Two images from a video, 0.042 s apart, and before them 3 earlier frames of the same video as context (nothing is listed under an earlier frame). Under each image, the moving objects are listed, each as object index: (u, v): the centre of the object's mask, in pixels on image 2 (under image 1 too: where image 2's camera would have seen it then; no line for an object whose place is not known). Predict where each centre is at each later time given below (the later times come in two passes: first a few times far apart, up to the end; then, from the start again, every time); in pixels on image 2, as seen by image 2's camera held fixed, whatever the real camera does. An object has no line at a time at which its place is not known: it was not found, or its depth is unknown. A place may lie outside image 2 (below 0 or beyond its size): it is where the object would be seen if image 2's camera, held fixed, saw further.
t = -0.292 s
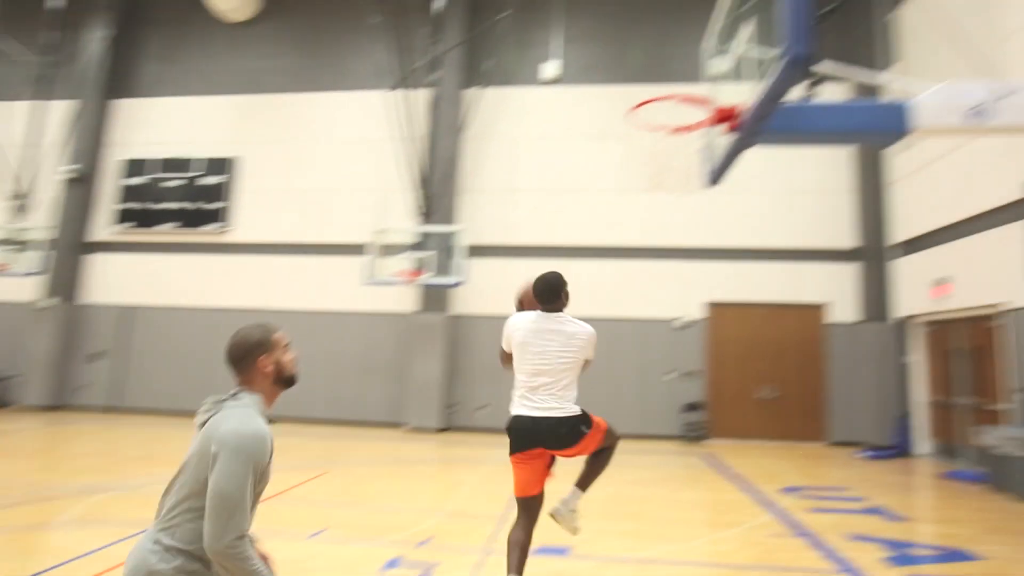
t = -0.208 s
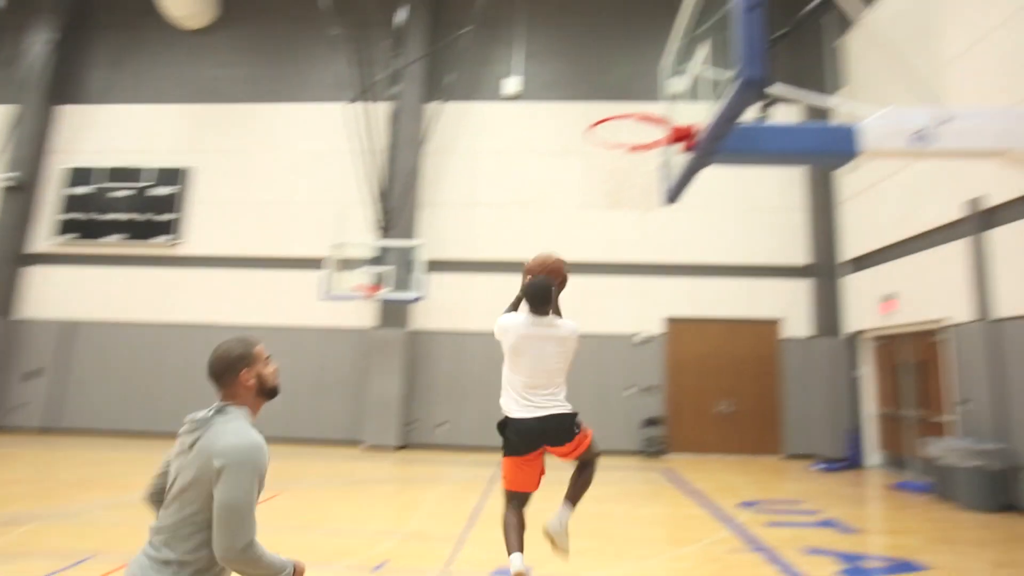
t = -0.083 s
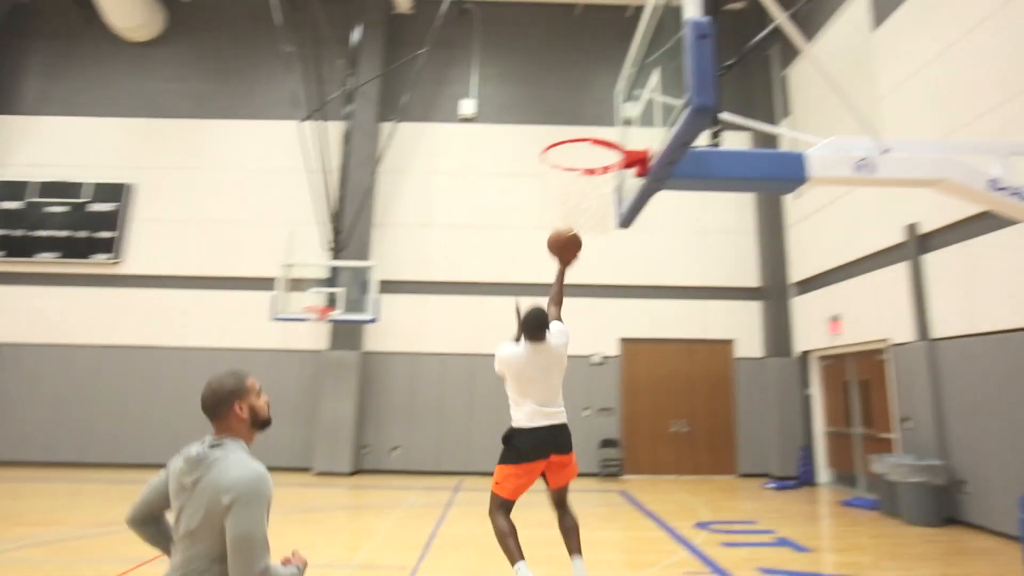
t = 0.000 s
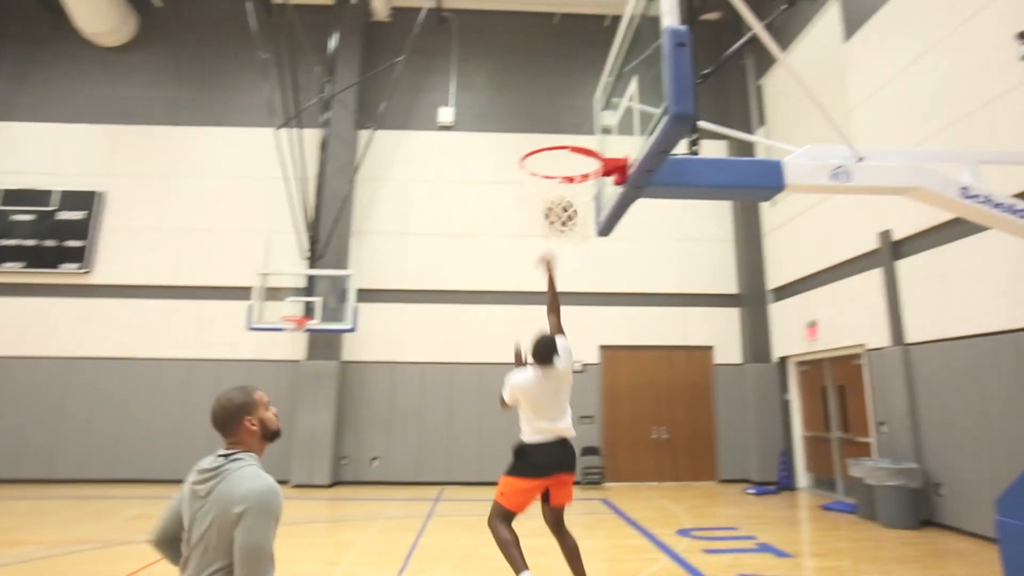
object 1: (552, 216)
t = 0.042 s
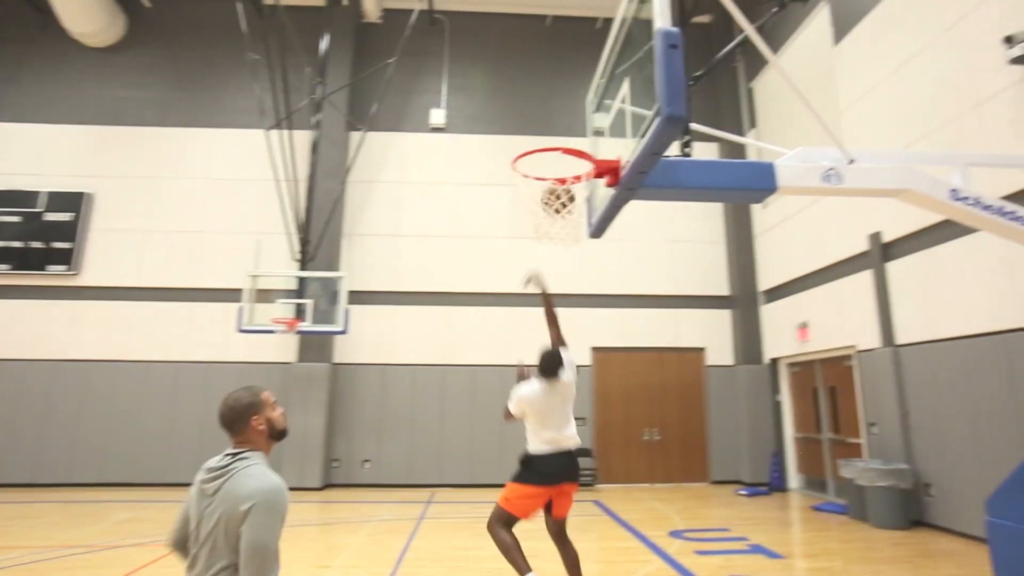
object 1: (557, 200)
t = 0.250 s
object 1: (589, 140)
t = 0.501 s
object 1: (567, 133)
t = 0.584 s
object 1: (556, 157)
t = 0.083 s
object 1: (563, 184)
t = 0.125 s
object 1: (567, 166)
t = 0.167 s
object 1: (574, 161)
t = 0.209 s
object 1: (584, 143)
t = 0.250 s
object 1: (589, 140)
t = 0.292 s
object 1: (585, 135)
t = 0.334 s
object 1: (580, 132)
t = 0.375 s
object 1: (577, 130)
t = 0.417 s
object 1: (573, 130)
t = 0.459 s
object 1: (570, 131)
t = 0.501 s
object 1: (567, 133)
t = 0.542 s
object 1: (562, 144)
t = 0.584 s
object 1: (556, 157)
